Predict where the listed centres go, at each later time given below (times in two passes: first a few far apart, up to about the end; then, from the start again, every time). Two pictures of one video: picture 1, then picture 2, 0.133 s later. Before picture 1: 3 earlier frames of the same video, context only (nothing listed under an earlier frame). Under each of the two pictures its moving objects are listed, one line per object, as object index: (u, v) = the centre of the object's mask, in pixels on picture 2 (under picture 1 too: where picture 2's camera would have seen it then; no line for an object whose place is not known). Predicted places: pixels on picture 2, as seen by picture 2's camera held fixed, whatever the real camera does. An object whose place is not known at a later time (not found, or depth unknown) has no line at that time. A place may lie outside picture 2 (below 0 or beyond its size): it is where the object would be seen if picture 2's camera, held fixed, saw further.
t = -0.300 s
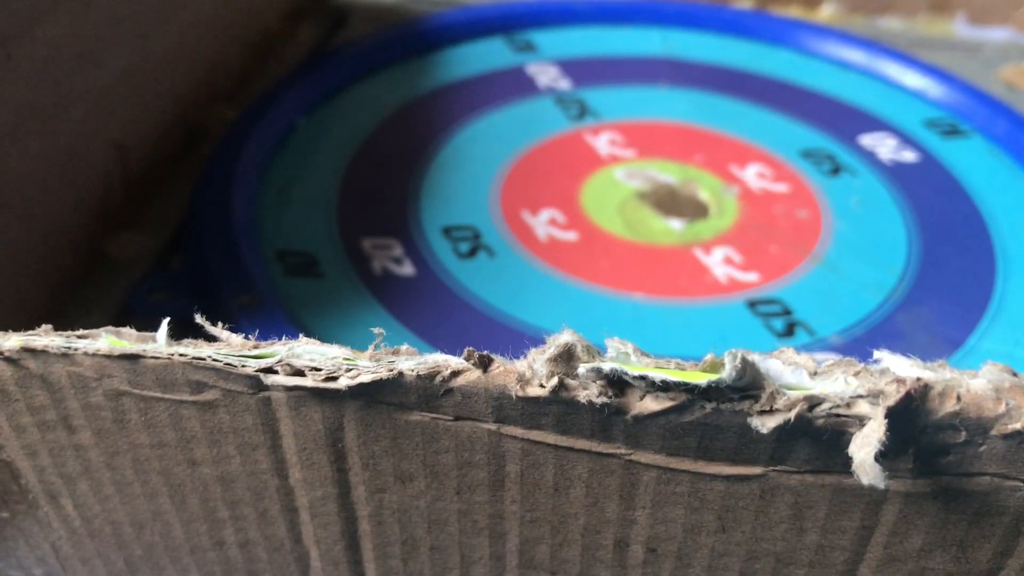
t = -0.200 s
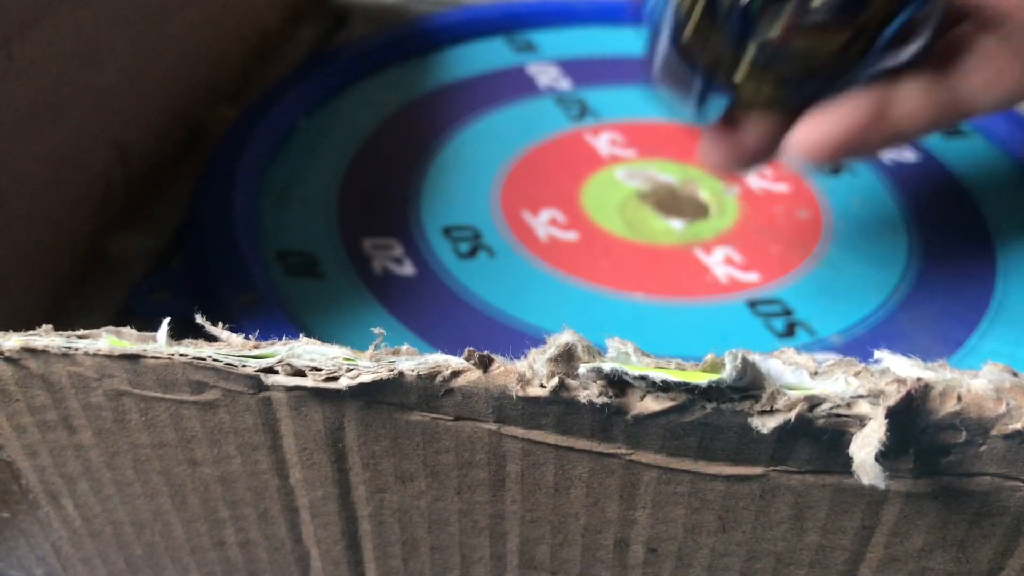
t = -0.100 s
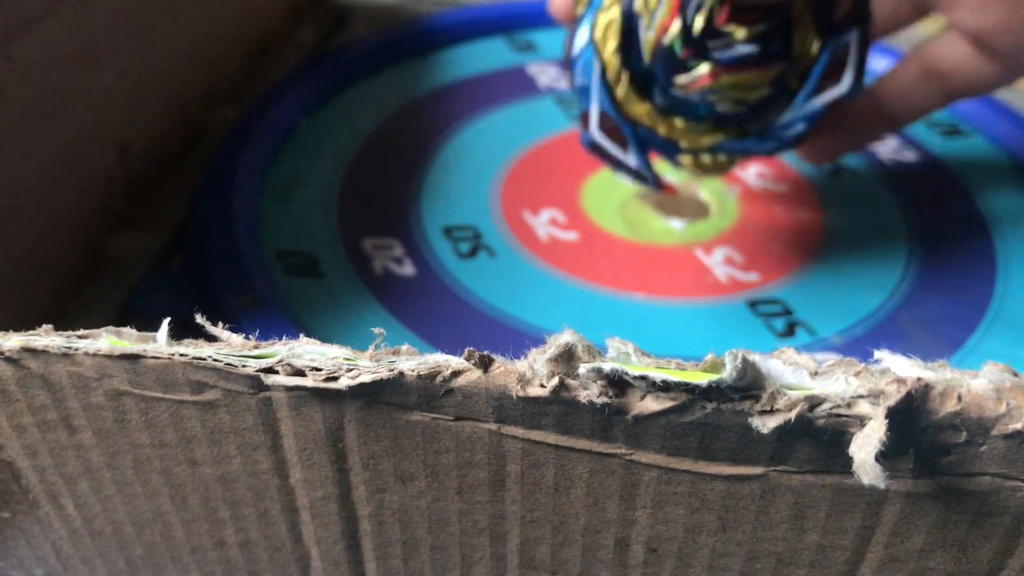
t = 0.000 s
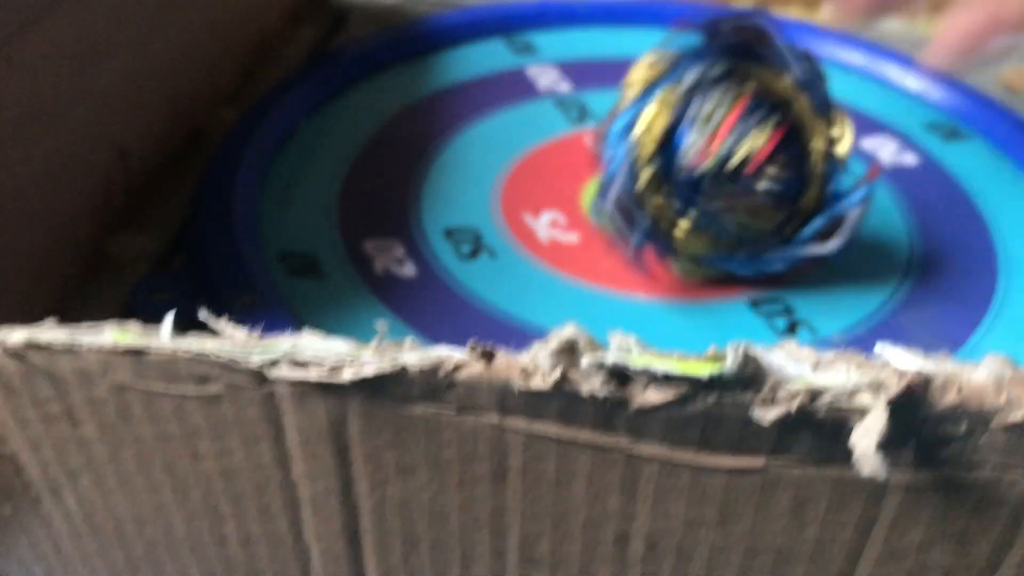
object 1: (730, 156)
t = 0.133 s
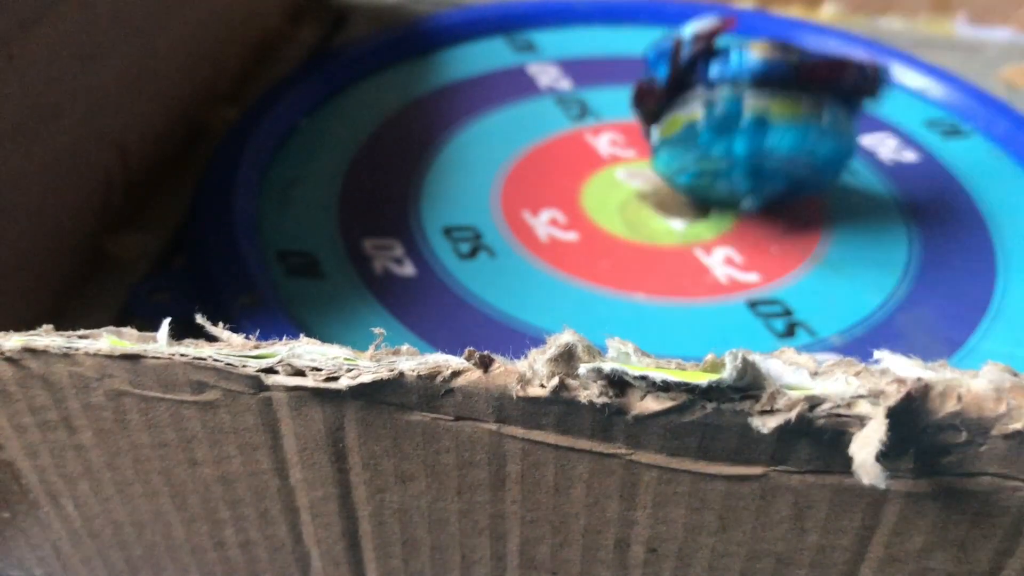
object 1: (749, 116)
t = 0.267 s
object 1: (770, 109)
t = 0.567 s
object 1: (855, 179)
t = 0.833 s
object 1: (886, 176)
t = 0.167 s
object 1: (748, 105)
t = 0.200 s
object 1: (752, 102)
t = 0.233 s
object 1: (759, 103)
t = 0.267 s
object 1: (770, 109)
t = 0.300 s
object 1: (784, 123)
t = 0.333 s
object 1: (805, 139)
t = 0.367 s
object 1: (826, 144)
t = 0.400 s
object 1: (835, 151)
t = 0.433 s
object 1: (840, 157)
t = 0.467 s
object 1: (842, 166)
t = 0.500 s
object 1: (846, 175)
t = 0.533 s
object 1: (850, 178)
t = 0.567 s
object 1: (855, 179)
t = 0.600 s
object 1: (860, 180)
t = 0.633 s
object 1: (866, 181)
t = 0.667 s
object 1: (874, 183)
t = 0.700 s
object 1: (878, 181)
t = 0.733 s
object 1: (881, 179)
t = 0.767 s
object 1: (882, 178)
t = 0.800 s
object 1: (884, 178)
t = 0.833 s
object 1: (886, 176)
